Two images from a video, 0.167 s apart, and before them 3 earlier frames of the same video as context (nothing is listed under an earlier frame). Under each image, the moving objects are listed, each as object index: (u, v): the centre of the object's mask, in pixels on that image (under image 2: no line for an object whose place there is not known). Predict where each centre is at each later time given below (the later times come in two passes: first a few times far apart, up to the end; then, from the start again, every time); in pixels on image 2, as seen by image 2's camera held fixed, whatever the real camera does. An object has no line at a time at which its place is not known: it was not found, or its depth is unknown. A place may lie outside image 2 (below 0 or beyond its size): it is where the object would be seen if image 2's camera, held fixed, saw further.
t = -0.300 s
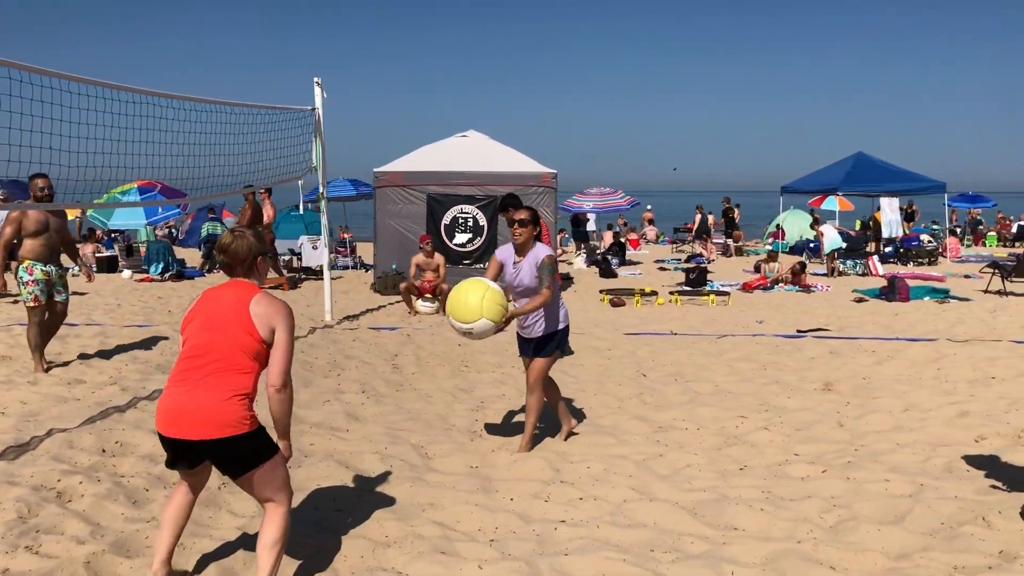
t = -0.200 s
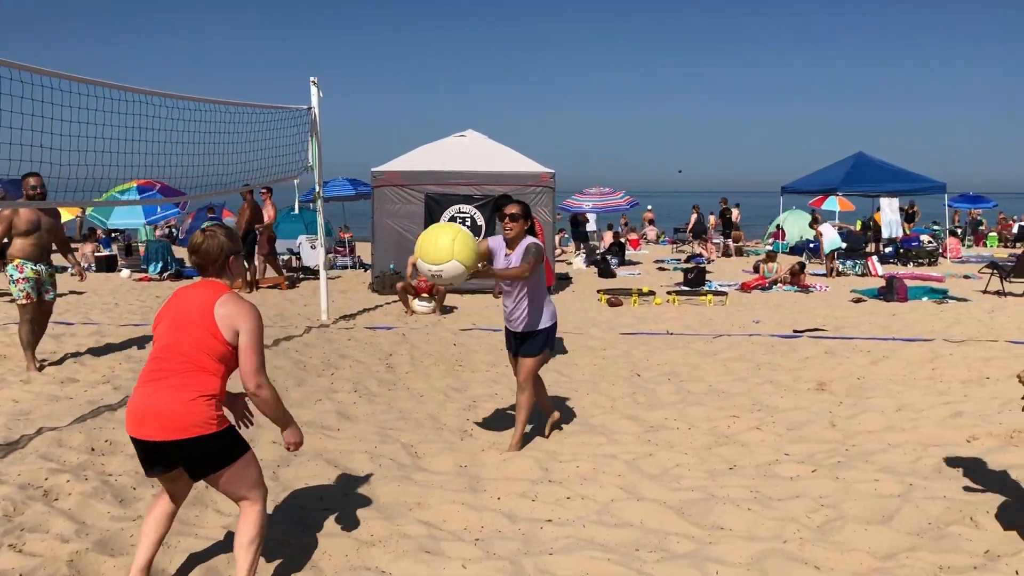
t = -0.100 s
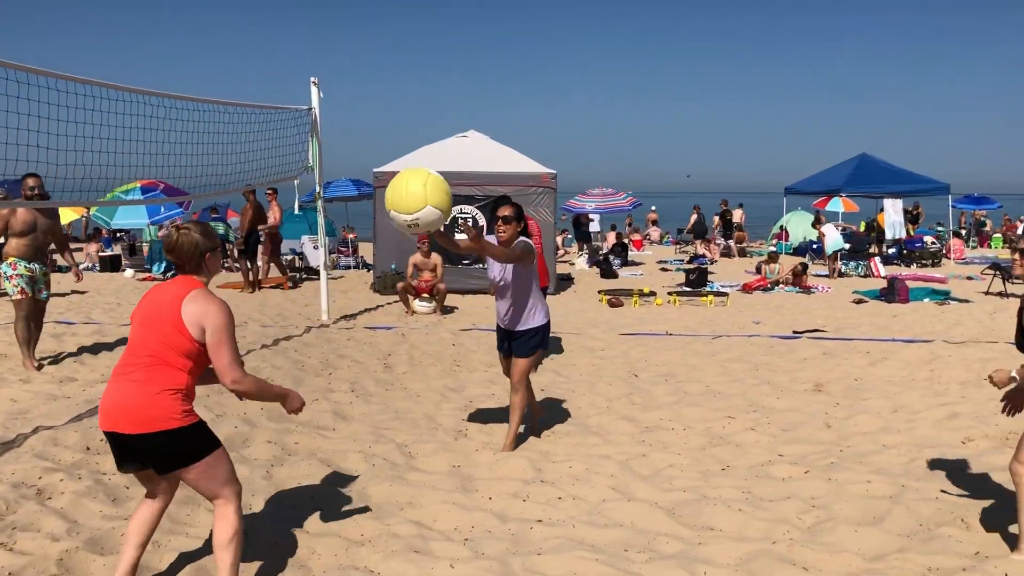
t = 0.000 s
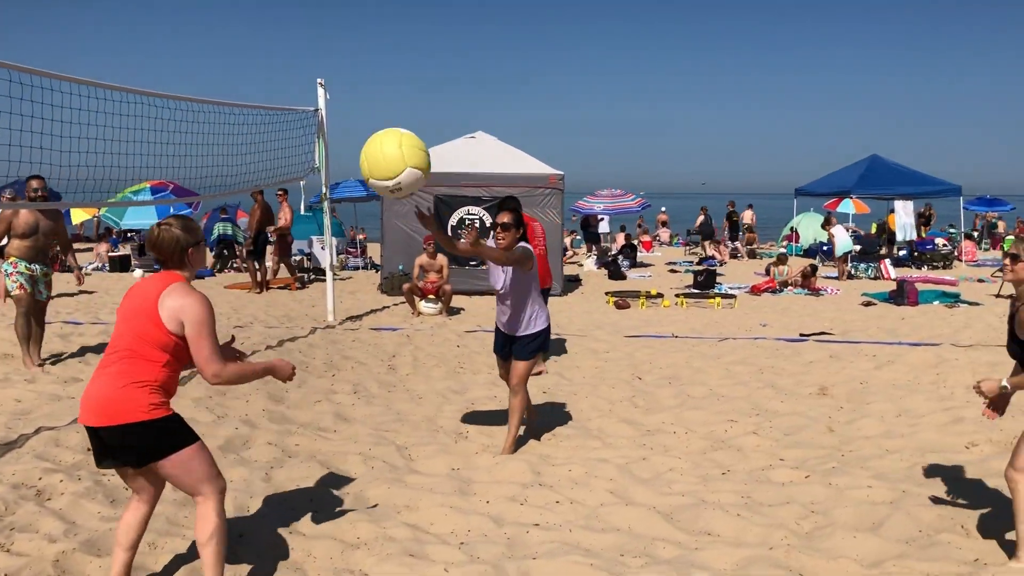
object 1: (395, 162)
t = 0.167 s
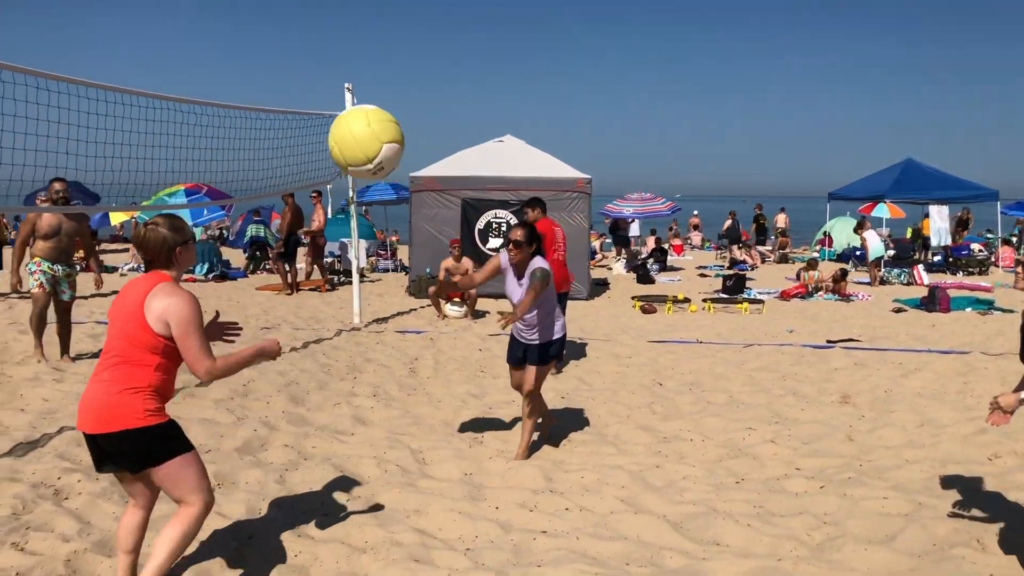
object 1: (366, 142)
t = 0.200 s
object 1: (355, 143)
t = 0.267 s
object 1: (332, 151)
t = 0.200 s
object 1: (355, 143)
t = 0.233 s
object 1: (343, 146)
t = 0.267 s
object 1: (332, 151)
